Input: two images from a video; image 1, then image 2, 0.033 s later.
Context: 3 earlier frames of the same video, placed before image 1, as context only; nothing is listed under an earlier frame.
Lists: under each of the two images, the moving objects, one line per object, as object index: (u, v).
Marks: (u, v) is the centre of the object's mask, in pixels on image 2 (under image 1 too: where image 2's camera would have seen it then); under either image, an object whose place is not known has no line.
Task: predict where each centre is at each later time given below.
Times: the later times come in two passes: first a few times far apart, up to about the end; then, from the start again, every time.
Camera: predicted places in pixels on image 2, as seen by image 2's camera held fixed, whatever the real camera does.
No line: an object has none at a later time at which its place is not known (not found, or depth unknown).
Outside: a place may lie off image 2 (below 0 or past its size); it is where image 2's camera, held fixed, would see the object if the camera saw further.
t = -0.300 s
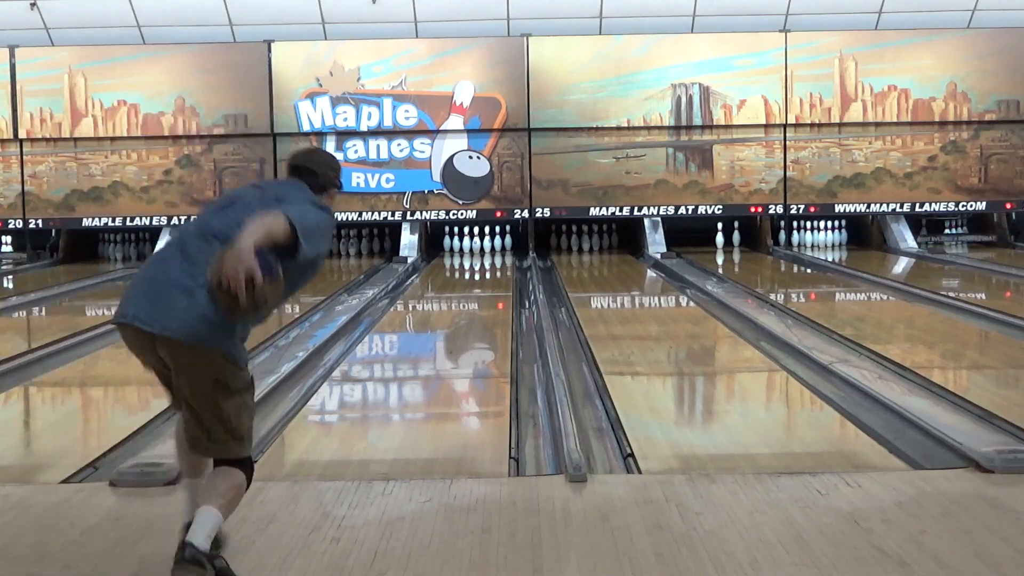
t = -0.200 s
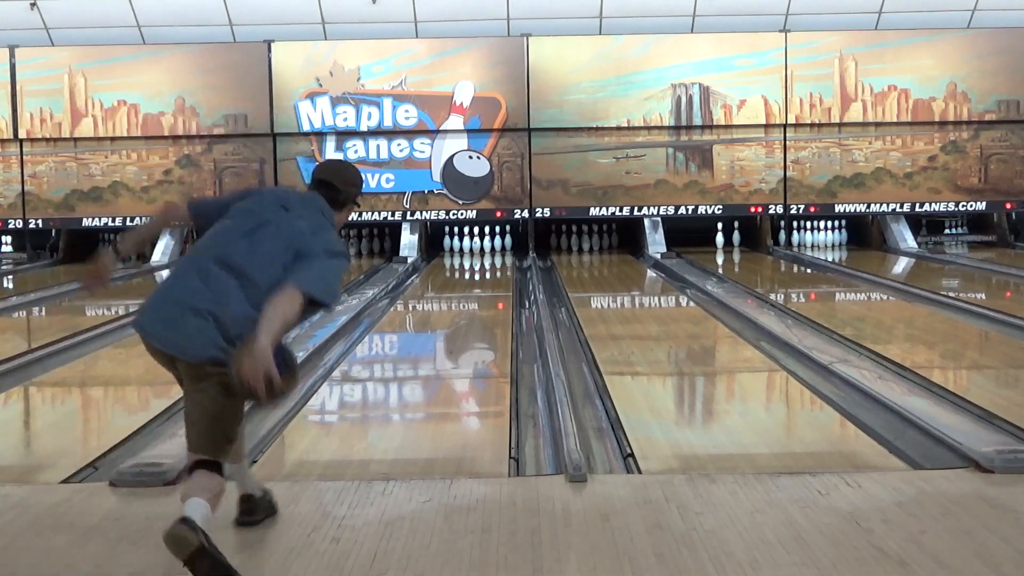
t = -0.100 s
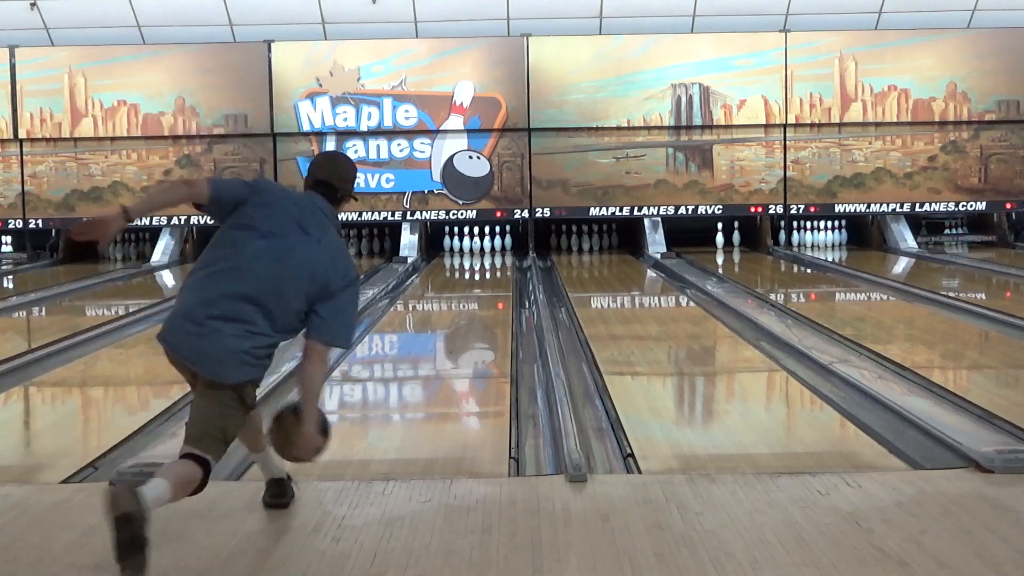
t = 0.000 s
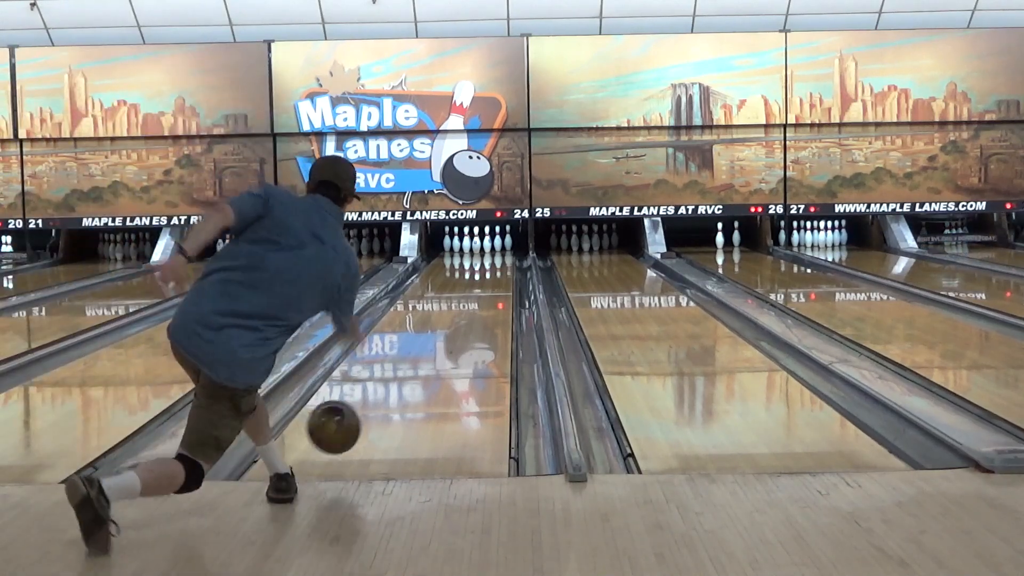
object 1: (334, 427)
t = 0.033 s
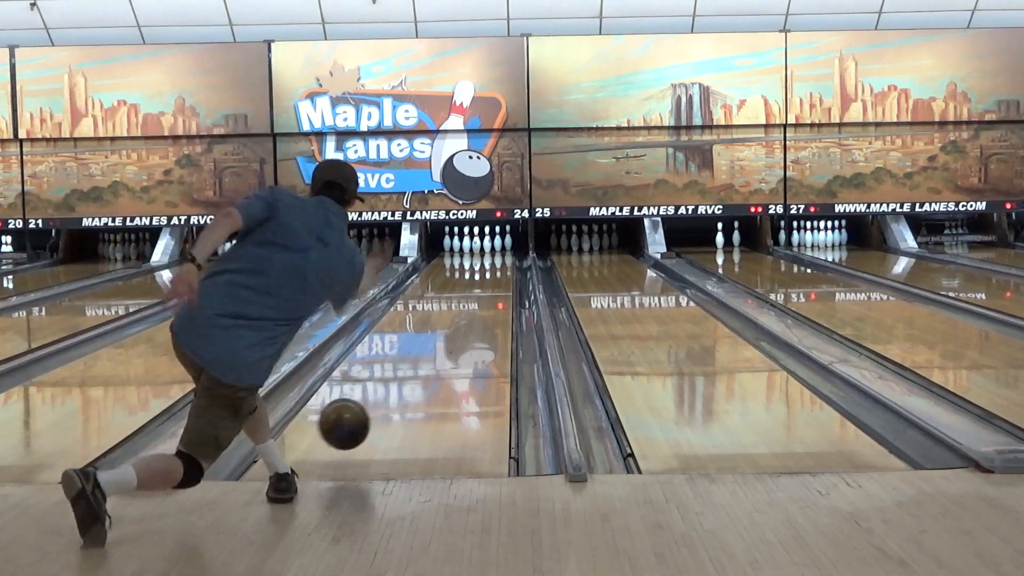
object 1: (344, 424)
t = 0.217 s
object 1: (386, 391)
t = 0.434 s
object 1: (420, 351)
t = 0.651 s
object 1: (442, 325)
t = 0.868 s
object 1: (458, 306)
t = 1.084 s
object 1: (470, 291)
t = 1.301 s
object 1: (479, 278)
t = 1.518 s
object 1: (484, 269)
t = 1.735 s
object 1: (488, 261)
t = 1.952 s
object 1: (488, 254)
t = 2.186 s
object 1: (485, 249)
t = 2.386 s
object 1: (484, 246)
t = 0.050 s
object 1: (349, 423)
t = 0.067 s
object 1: (353, 424)
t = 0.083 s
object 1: (358, 424)
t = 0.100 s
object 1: (362, 419)
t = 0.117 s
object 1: (365, 414)
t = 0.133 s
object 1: (369, 410)
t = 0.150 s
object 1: (373, 406)
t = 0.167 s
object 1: (376, 402)
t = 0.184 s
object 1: (380, 398)
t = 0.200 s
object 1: (383, 395)
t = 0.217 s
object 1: (386, 391)
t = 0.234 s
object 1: (389, 387)
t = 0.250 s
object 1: (392, 383)
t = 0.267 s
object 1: (395, 380)
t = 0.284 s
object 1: (398, 377)
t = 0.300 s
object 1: (400, 373)
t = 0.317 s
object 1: (403, 370)
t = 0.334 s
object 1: (406, 367)
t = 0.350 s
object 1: (408, 365)
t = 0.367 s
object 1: (410, 362)
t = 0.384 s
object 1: (412, 359)
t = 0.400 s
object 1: (415, 356)
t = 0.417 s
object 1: (417, 354)
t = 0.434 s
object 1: (420, 351)
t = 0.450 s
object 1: (421, 349)
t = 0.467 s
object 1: (423, 347)
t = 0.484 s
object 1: (425, 345)
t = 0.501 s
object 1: (427, 342)
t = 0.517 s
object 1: (429, 340)
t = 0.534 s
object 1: (431, 338)
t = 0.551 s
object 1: (432, 336)
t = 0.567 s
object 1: (434, 334)
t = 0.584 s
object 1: (436, 332)
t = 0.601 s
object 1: (437, 331)
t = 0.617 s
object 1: (439, 329)
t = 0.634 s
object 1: (441, 327)
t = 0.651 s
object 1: (442, 325)
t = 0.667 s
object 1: (443, 324)
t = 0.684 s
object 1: (445, 322)
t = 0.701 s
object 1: (446, 320)
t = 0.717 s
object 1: (448, 319)
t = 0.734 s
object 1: (449, 317)
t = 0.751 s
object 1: (450, 316)
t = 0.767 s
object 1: (451, 315)
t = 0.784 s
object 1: (453, 313)
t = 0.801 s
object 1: (454, 311)
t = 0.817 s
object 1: (455, 310)
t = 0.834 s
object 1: (456, 309)
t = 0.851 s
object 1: (457, 308)
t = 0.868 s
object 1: (458, 306)
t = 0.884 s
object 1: (459, 305)
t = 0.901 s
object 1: (460, 304)
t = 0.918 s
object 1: (461, 302)
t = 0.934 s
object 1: (462, 301)
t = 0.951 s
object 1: (463, 300)
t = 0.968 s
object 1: (464, 299)
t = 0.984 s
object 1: (465, 298)
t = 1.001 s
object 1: (466, 297)
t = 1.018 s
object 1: (466, 296)
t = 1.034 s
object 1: (468, 295)
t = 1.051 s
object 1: (469, 293)
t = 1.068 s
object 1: (469, 292)
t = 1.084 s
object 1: (470, 291)
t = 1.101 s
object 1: (471, 291)
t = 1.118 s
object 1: (472, 289)
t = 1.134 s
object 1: (473, 288)
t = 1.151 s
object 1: (473, 287)
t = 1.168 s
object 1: (474, 287)
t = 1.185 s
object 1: (475, 285)
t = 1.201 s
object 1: (475, 284)
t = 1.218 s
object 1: (476, 283)
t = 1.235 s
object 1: (476, 282)
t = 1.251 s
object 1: (477, 281)
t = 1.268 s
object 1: (479, 280)
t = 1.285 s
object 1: (479, 280)
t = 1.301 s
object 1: (479, 278)
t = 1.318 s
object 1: (480, 278)
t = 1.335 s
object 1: (480, 277)
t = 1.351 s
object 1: (480, 276)
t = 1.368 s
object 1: (481, 275)
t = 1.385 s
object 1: (481, 274)
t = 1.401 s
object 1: (482, 273)
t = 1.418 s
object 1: (482, 273)
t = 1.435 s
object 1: (482, 273)
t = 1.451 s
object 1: (483, 272)
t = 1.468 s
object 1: (483, 271)
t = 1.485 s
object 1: (484, 270)
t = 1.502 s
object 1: (484, 270)
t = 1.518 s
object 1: (484, 269)
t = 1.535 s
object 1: (485, 268)
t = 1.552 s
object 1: (486, 267)
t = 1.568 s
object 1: (486, 267)
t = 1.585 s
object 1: (486, 266)
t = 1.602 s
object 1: (486, 266)
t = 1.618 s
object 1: (487, 265)
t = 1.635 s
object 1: (487, 264)
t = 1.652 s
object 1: (487, 263)
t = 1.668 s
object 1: (487, 263)
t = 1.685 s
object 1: (487, 263)
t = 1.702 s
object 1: (488, 262)
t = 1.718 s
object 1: (488, 262)
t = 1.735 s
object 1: (488, 261)
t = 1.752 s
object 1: (488, 261)
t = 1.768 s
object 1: (489, 260)
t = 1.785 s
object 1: (489, 259)
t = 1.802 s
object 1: (489, 259)
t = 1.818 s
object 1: (489, 259)
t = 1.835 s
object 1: (489, 258)
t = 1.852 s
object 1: (489, 258)
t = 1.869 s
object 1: (489, 257)
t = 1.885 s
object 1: (489, 256)
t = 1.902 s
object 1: (489, 256)
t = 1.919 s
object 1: (489, 255)
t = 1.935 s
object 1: (488, 255)
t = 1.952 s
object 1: (488, 254)
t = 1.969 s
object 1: (488, 254)
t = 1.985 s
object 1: (488, 253)
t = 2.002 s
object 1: (488, 253)
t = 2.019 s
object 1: (488, 253)
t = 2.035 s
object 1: (487, 252)
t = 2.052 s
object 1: (487, 252)
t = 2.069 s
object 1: (487, 252)
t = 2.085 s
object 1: (487, 252)
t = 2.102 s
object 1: (487, 251)
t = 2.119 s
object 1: (487, 251)
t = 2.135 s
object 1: (486, 250)
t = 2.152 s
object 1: (486, 250)
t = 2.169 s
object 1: (485, 250)
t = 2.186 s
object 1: (485, 249)
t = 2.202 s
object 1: (484, 249)
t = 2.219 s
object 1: (484, 248)
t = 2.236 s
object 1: (484, 248)
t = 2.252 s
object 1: (483, 248)
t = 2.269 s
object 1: (482, 248)
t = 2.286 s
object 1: (482, 247)
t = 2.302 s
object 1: (483, 247)
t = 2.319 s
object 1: (484, 247)
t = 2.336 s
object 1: (484, 247)
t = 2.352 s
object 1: (484, 247)
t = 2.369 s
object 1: (484, 246)
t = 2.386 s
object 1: (484, 246)
